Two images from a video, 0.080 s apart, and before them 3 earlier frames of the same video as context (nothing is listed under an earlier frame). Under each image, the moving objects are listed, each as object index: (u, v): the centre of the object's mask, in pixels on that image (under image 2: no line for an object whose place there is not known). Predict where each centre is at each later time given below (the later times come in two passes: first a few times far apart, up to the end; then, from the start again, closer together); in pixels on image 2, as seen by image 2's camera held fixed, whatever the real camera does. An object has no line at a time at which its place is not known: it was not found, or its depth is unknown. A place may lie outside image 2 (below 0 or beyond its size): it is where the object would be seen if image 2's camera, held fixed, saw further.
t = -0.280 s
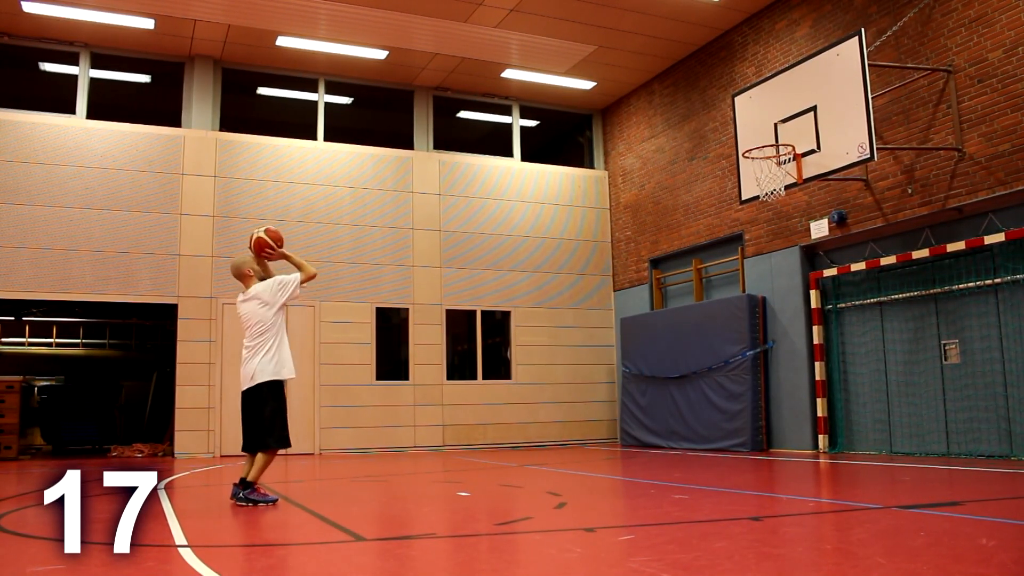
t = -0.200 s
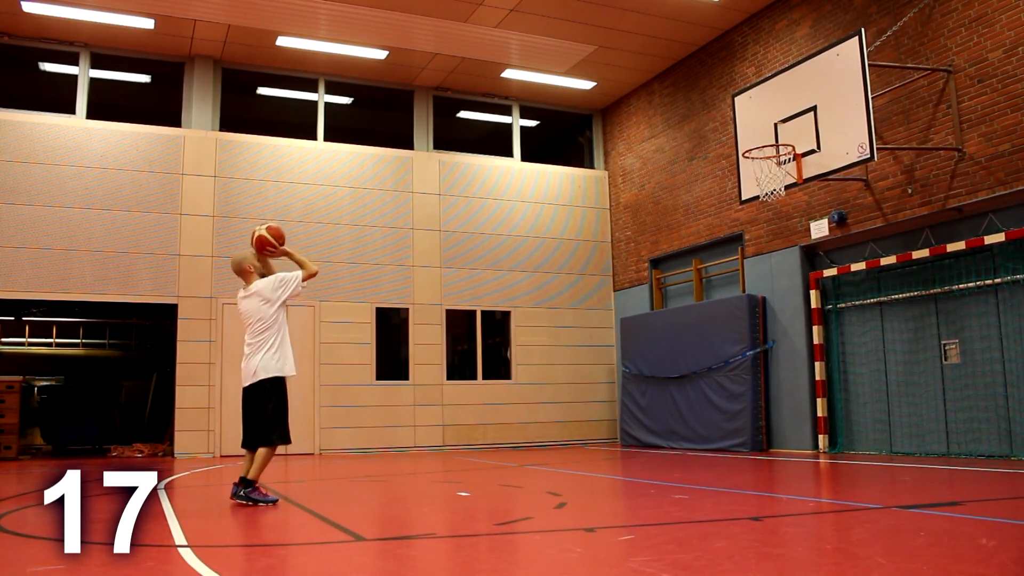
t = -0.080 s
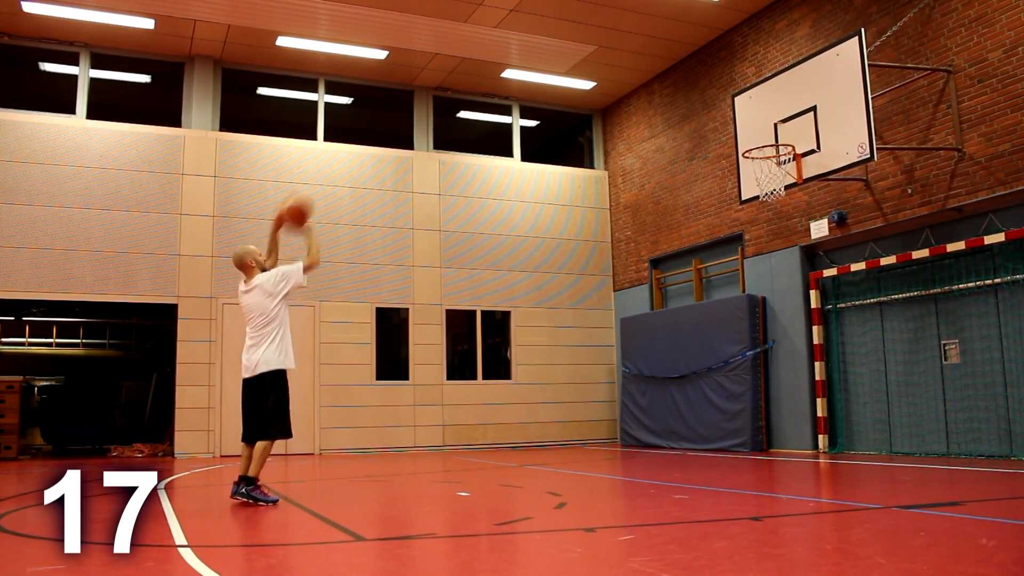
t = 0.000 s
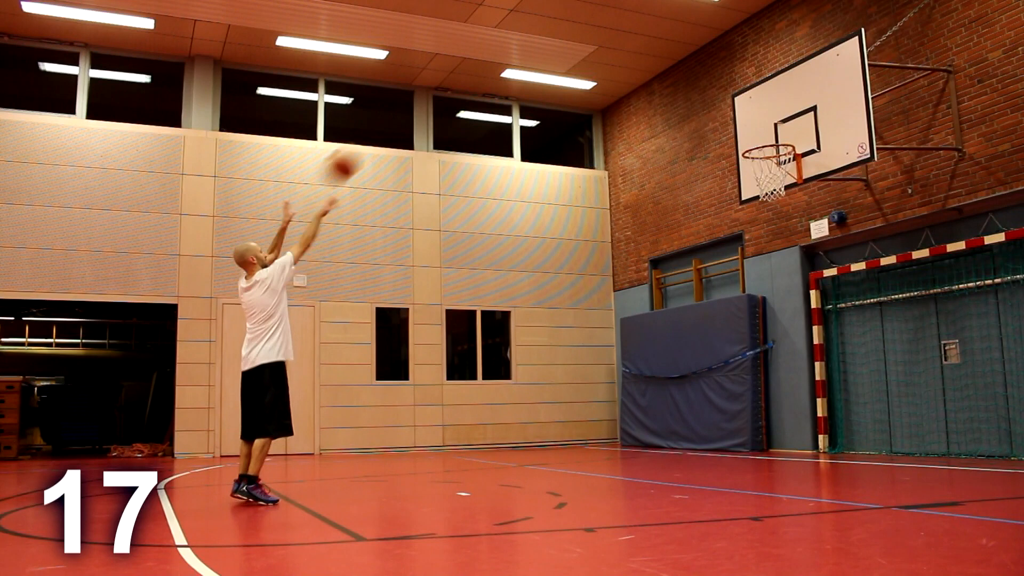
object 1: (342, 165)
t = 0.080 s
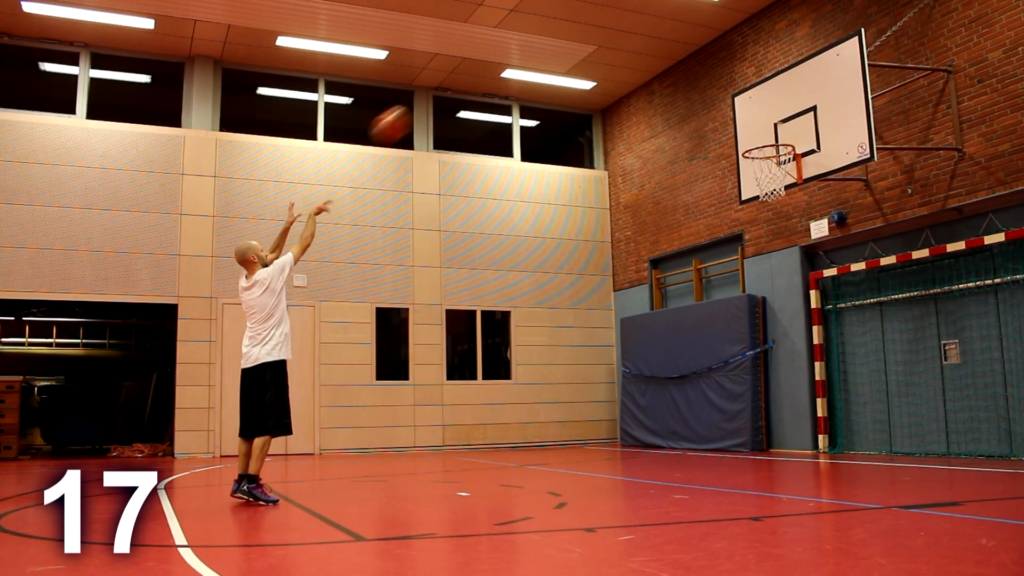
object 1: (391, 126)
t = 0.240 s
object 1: (485, 76)
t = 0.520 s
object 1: (626, 65)
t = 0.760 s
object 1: (733, 118)
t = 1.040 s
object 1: (783, 186)
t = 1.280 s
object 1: (780, 259)
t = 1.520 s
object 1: (781, 403)
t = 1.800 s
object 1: (752, 361)
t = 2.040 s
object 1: (721, 307)
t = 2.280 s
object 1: (694, 317)
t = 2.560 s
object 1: (664, 415)
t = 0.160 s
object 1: (441, 95)
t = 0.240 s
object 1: (485, 76)
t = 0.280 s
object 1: (503, 69)
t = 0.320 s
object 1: (528, 62)
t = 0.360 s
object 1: (547, 61)
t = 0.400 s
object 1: (567, 61)
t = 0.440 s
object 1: (589, 59)
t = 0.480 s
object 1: (607, 61)
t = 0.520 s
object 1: (626, 65)
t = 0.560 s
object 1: (644, 70)
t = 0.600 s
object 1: (662, 76)
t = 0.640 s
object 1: (681, 85)
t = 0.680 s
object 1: (699, 94)
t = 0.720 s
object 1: (716, 106)
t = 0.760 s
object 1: (733, 118)
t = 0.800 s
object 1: (752, 134)
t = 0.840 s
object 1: (767, 149)
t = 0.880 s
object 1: (783, 164)
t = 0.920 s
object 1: (783, 172)
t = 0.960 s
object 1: (783, 179)
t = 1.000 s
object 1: (784, 182)
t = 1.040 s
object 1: (783, 186)
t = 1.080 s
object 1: (782, 194)
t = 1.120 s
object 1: (782, 203)
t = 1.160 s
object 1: (781, 214)
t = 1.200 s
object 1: (781, 227)
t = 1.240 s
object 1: (780, 241)
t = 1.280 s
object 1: (780, 259)
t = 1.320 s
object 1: (780, 278)
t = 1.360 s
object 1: (780, 298)
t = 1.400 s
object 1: (780, 322)
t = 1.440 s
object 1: (780, 346)
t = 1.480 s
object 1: (780, 374)
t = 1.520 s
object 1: (781, 403)
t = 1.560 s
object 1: (781, 432)
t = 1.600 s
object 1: (780, 455)
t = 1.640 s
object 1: (774, 432)
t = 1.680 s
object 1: (768, 411)
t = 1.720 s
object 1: (763, 392)
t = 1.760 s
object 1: (757, 376)
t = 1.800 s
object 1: (752, 361)
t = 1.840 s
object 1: (747, 348)
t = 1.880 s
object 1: (742, 336)
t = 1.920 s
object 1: (736, 326)
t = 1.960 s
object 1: (731, 318)
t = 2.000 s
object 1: (726, 312)
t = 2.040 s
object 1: (721, 307)
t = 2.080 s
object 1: (717, 304)
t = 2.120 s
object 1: (712, 303)
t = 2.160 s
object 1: (707, 304)
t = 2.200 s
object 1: (703, 307)
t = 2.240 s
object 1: (698, 311)
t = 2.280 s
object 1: (694, 317)
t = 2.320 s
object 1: (690, 325)
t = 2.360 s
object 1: (685, 335)
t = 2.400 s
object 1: (681, 347)
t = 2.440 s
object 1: (677, 361)
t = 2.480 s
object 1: (672, 377)
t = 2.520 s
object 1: (669, 395)
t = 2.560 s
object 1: (664, 415)
